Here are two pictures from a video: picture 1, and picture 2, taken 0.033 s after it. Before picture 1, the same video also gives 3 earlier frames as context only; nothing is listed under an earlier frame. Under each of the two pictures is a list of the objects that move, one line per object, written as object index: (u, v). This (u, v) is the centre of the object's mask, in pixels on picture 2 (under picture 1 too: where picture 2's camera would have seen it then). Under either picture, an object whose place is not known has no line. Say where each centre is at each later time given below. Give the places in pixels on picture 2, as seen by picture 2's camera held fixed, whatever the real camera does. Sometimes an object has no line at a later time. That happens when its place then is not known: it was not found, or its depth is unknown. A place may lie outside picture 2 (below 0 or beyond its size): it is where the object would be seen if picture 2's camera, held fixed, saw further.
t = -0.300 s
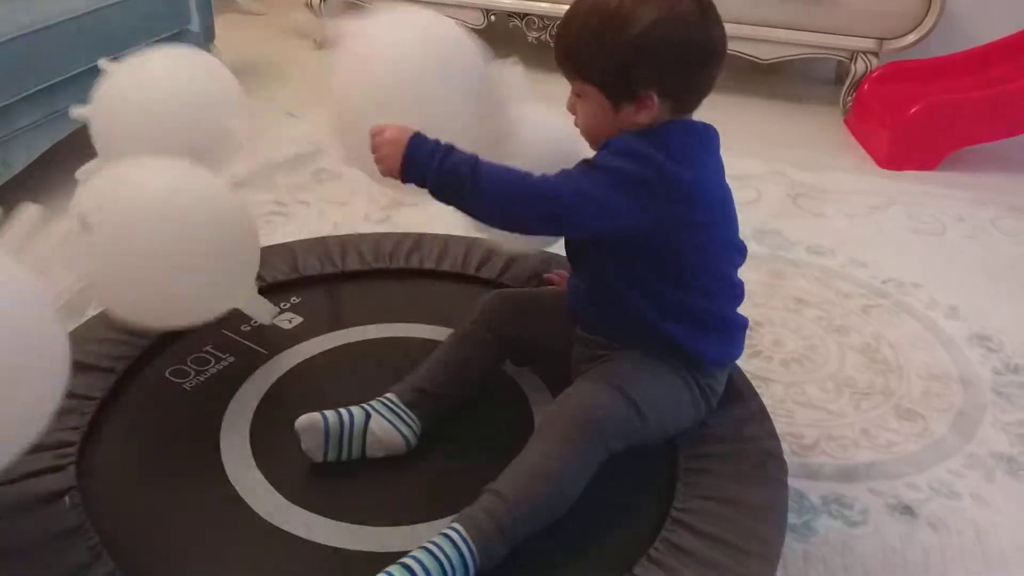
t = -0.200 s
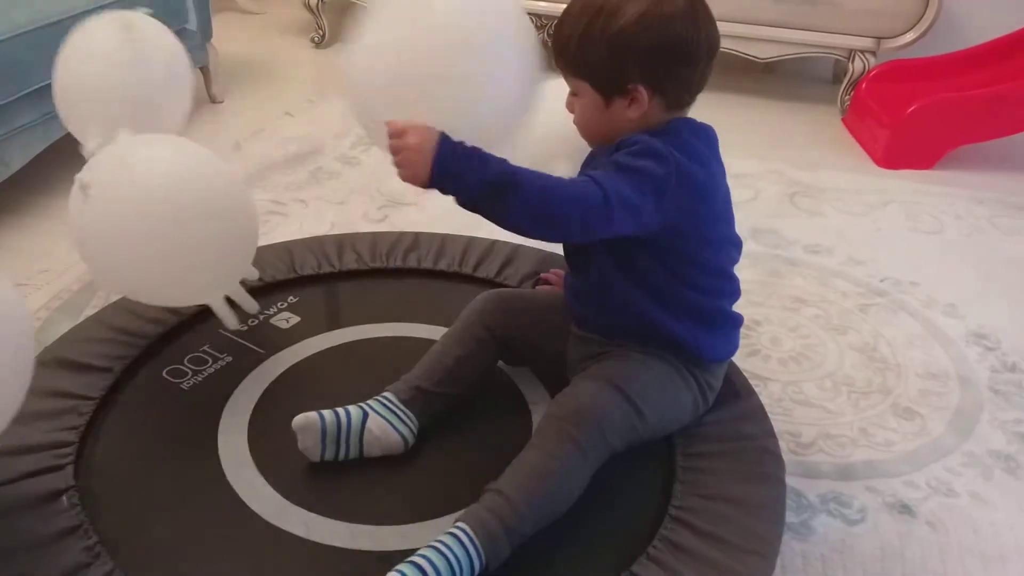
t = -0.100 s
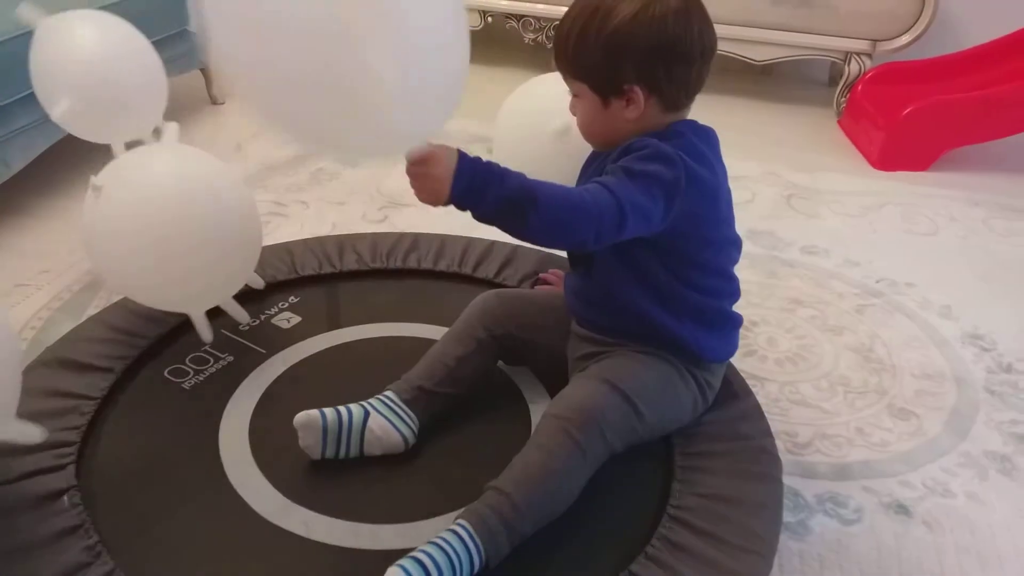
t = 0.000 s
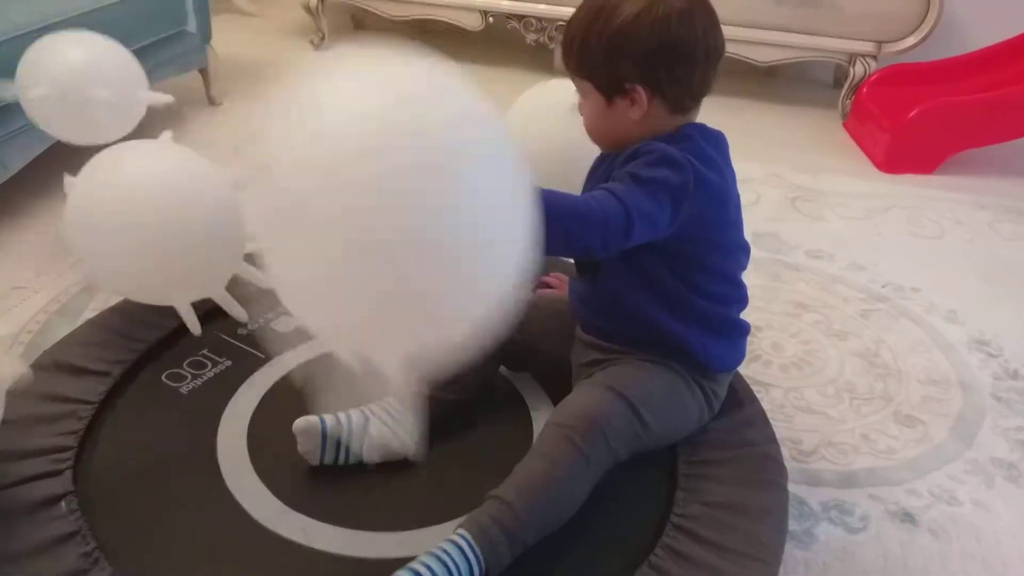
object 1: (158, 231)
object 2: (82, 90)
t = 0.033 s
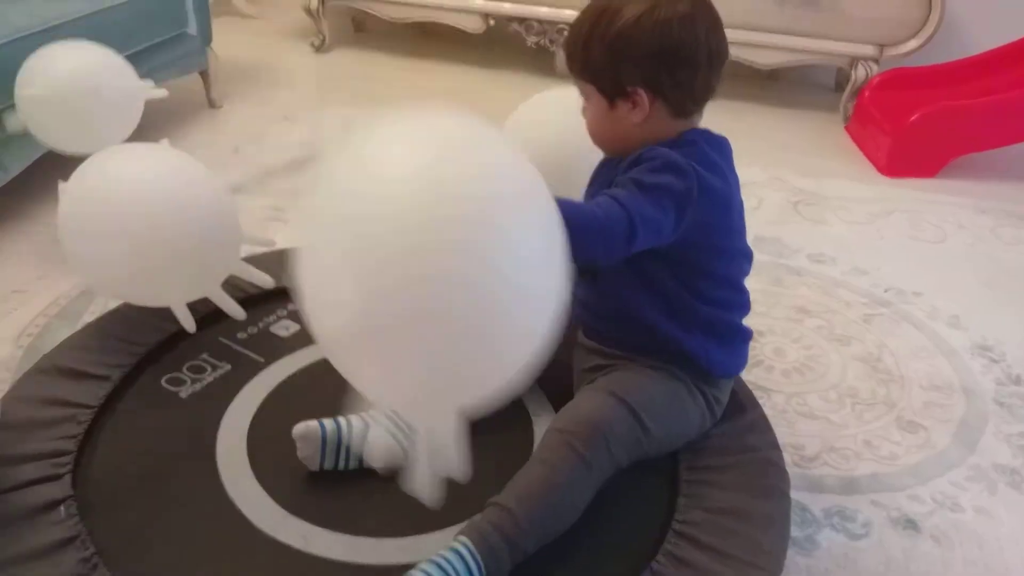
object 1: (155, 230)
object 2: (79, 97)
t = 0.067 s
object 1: (149, 231)
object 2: (75, 106)
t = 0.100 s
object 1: (143, 234)
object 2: (71, 115)
